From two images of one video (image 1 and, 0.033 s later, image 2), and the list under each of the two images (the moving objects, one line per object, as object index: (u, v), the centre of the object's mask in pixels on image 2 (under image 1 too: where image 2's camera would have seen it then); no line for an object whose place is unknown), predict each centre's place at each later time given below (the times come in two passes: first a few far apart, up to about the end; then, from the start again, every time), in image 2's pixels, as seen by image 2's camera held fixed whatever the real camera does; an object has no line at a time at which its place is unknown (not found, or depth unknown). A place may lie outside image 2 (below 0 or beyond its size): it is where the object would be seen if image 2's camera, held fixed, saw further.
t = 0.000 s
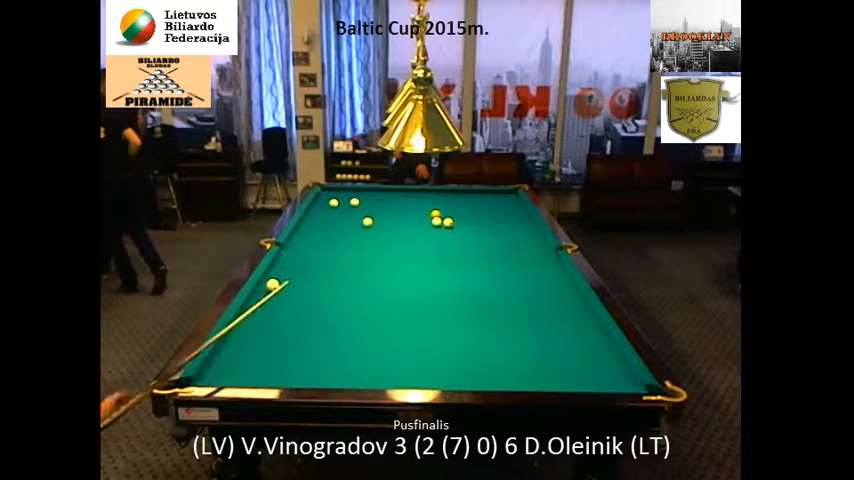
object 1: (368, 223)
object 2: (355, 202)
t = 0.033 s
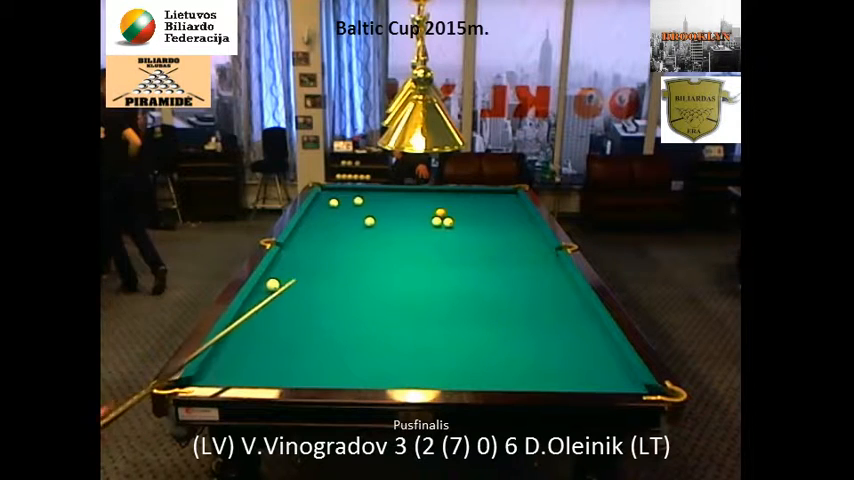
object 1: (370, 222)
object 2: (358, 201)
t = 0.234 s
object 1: (381, 220)
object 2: (378, 195)
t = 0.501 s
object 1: (396, 218)
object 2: (403, 190)
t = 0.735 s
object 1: (408, 216)
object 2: (426, 194)
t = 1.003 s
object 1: (421, 213)
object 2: (453, 200)
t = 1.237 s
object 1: (432, 212)
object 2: (479, 205)
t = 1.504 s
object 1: (442, 209)
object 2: (508, 211)
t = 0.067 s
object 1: (371, 222)
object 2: (362, 200)
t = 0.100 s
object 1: (374, 221)
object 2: (365, 199)
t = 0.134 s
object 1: (376, 221)
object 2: (368, 198)
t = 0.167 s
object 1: (378, 221)
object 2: (372, 197)
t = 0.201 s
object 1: (380, 220)
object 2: (375, 196)
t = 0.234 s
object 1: (381, 220)
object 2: (378, 195)
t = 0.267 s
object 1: (383, 220)
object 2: (381, 194)
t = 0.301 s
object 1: (385, 220)
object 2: (384, 193)
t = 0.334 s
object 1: (387, 220)
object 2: (387, 192)
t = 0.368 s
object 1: (388, 219)
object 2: (390, 191)
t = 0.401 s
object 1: (390, 219)
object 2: (393, 190)
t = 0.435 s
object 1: (392, 219)
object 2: (396, 189)
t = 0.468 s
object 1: (394, 218)
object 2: (399, 189)
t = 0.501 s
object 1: (396, 218)
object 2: (403, 190)
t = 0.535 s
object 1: (398, 218)
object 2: (406, 190)
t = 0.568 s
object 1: (399, 217)
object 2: (409, 191)
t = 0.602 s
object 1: (401, 217)
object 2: (413, 192)
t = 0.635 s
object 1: (403, 217)
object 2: (416, 192)
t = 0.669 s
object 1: (405, 217)
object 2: (419, 193)
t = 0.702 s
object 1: (406, 216)
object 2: (422, 194)
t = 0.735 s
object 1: (408, 216)
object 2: (426, 194)
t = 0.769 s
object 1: (410, 216)
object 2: (429, 195)
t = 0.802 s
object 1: (411, 215)
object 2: (432, 196)
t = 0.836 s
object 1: (413, 215)
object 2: (436, 196)
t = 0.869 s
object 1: (415, 215)
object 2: (439, 197)
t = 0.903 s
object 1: (416, 214)
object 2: (442, 198)
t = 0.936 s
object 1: (418, 214)
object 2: (446, 198)
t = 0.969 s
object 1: (419, 214)
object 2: (450, 199)
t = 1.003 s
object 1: (421, 213)
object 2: (453, 200)
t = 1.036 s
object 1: (422, 213)
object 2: (457, 200)
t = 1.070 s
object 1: (424, 213)
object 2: (460, 201)
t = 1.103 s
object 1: (425, 213)
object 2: (464, 202)
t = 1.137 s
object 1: (427, 212)
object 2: (468, 203)
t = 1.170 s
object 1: (429, 212)
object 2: (471, 204)
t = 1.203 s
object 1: (430, 212)
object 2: (475, 204)
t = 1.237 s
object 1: (432, 212)
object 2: (479, 205)
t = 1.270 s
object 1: (433, 211)
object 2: (482, 206)
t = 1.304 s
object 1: (434, 211)
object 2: (486, 206)
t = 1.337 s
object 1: (436, 210)
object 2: (490, 207)
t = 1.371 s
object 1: (437, 210)
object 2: (493, 208)
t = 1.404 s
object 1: (438, 210)
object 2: (497, 208)
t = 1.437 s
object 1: (440, 210)
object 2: (501, 210)
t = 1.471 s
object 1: (441, 209)
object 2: (504, 210)
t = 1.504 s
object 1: (442, 209)
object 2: (508, 211)
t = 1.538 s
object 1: (444, 209)
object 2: (512, 211)
